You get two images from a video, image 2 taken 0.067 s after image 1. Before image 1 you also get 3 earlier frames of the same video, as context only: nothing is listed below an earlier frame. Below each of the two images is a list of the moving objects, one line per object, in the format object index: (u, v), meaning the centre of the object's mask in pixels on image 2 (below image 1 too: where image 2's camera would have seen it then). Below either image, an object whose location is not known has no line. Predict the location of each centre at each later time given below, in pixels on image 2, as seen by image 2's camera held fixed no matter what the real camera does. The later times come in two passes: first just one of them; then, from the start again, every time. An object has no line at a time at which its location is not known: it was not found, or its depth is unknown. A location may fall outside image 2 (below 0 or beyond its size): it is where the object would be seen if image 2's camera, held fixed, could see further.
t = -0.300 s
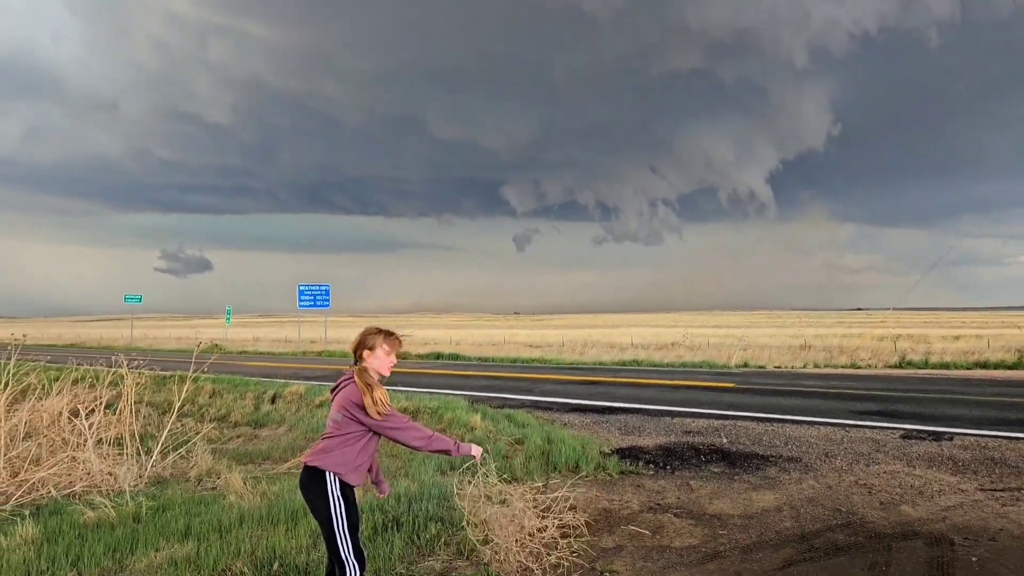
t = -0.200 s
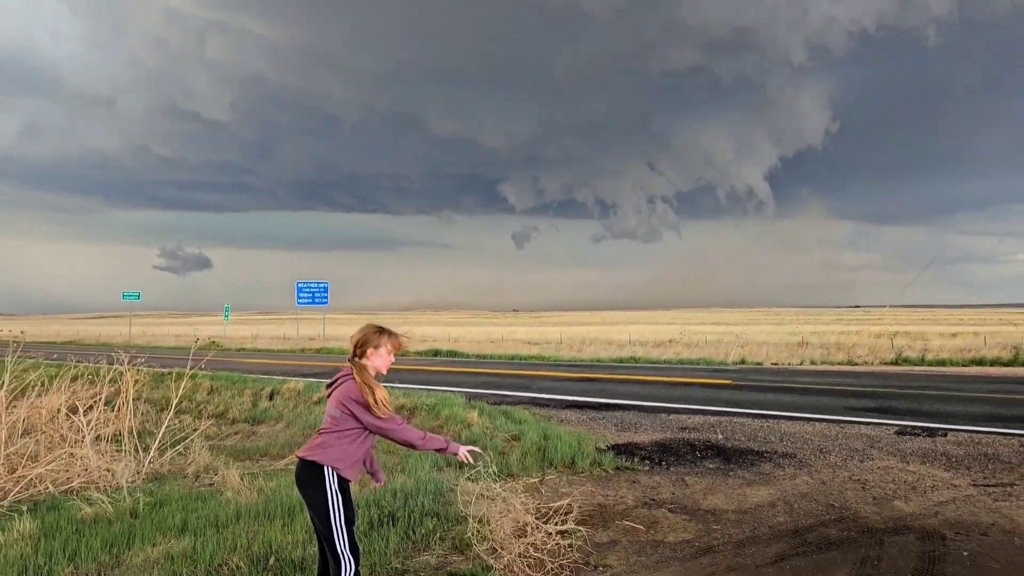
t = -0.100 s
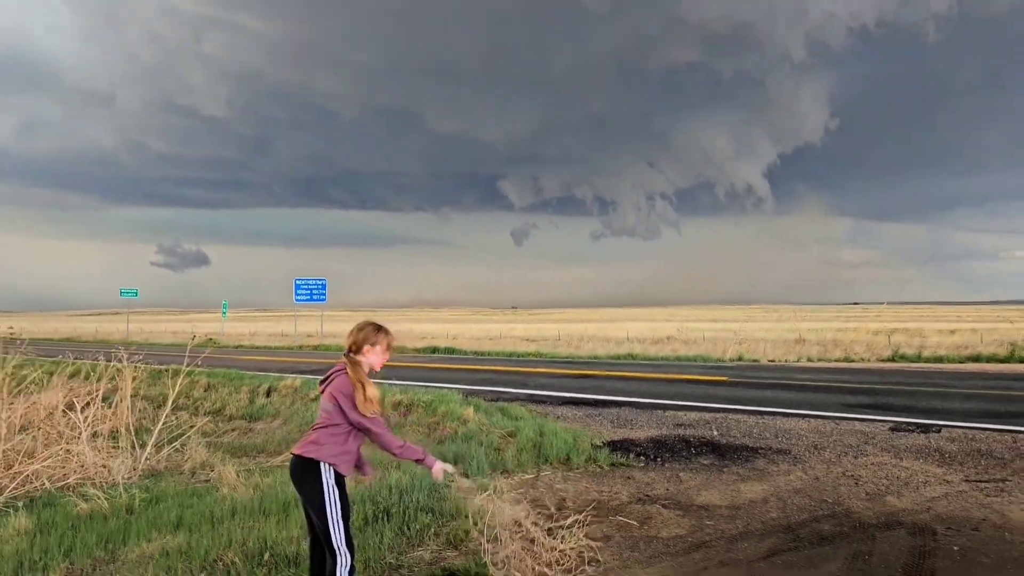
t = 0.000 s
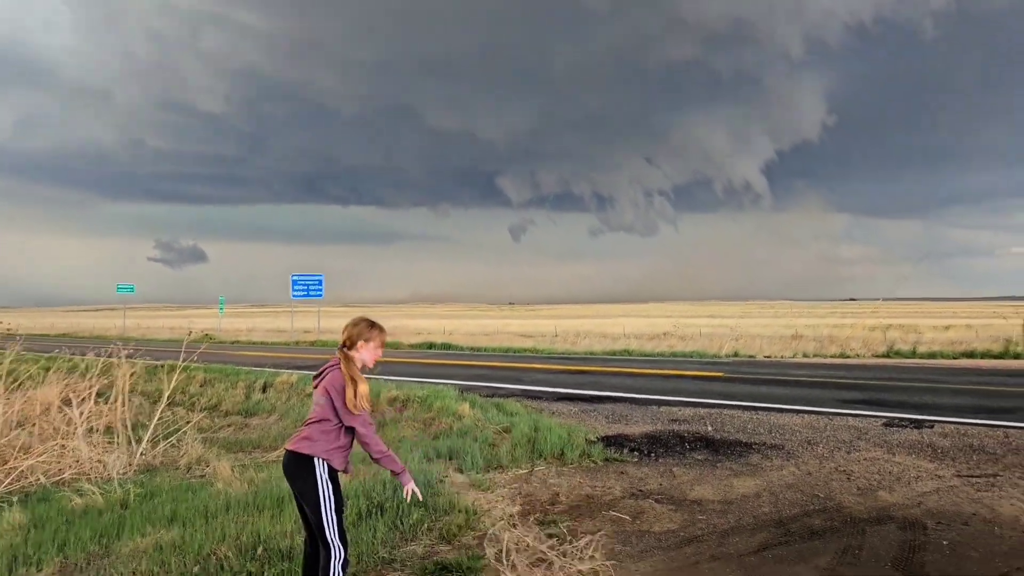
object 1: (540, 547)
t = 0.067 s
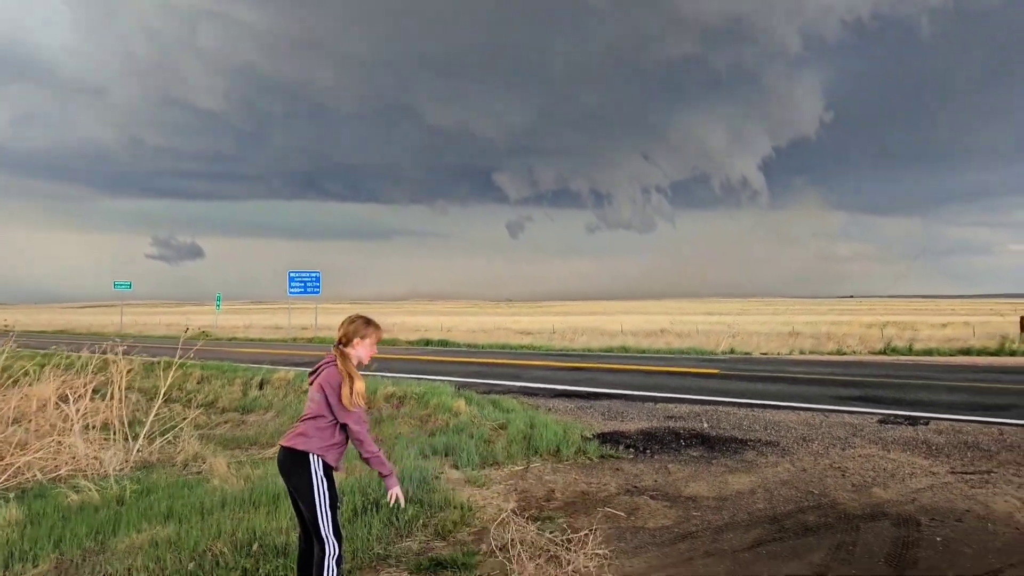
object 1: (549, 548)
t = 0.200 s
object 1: (565, 543)
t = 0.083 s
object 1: (552, 546)
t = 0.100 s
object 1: (558, 544)
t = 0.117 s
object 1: (559, 543)
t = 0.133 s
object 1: (560, 542)
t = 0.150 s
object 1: (562, 542)
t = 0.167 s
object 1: (564, 541)
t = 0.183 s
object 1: (564, 543)
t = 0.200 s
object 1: (565, 543)
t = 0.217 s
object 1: (567, 543)
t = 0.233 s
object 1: (568, 544)
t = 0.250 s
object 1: (570, 545)
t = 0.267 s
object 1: (574, 546)
